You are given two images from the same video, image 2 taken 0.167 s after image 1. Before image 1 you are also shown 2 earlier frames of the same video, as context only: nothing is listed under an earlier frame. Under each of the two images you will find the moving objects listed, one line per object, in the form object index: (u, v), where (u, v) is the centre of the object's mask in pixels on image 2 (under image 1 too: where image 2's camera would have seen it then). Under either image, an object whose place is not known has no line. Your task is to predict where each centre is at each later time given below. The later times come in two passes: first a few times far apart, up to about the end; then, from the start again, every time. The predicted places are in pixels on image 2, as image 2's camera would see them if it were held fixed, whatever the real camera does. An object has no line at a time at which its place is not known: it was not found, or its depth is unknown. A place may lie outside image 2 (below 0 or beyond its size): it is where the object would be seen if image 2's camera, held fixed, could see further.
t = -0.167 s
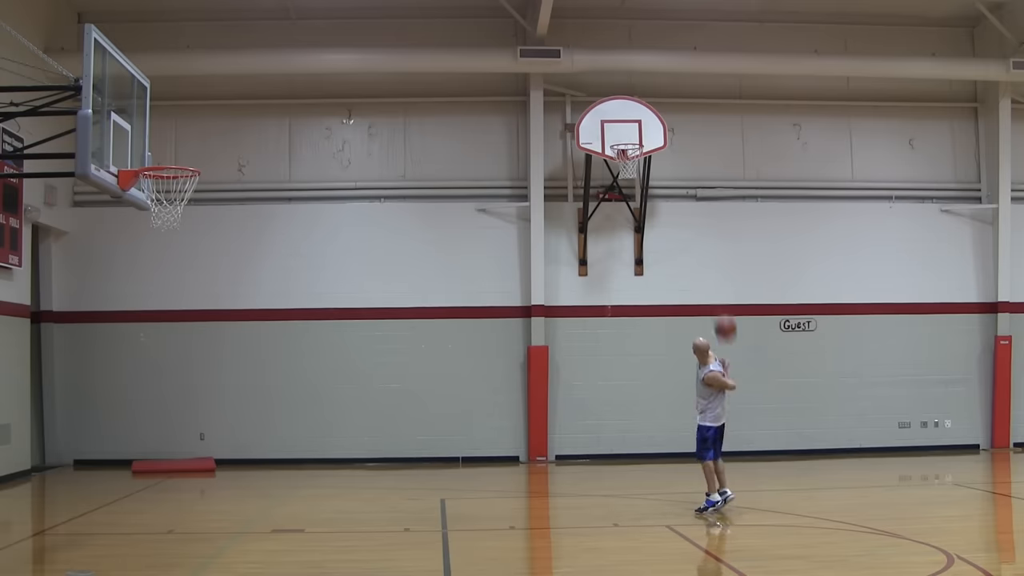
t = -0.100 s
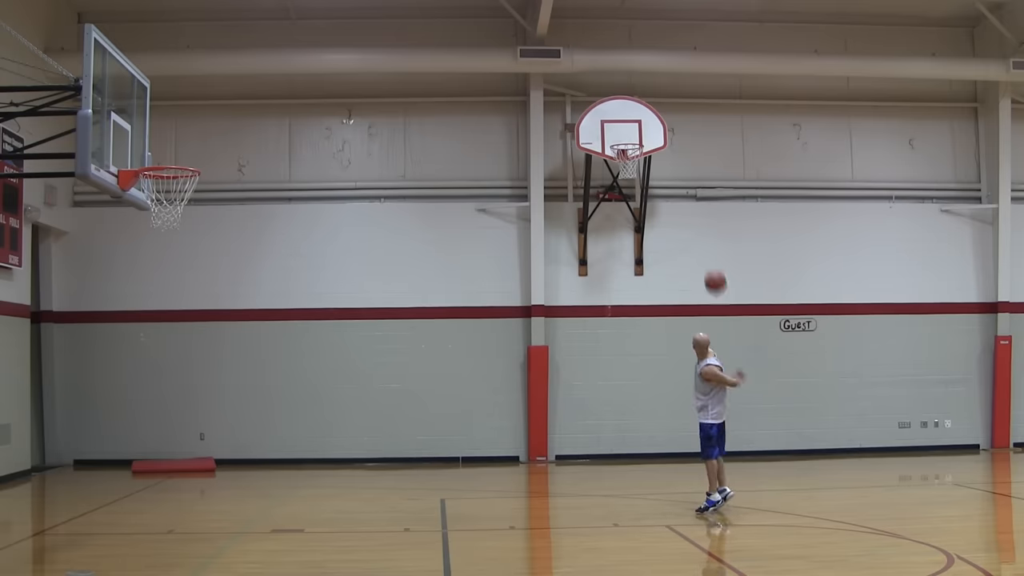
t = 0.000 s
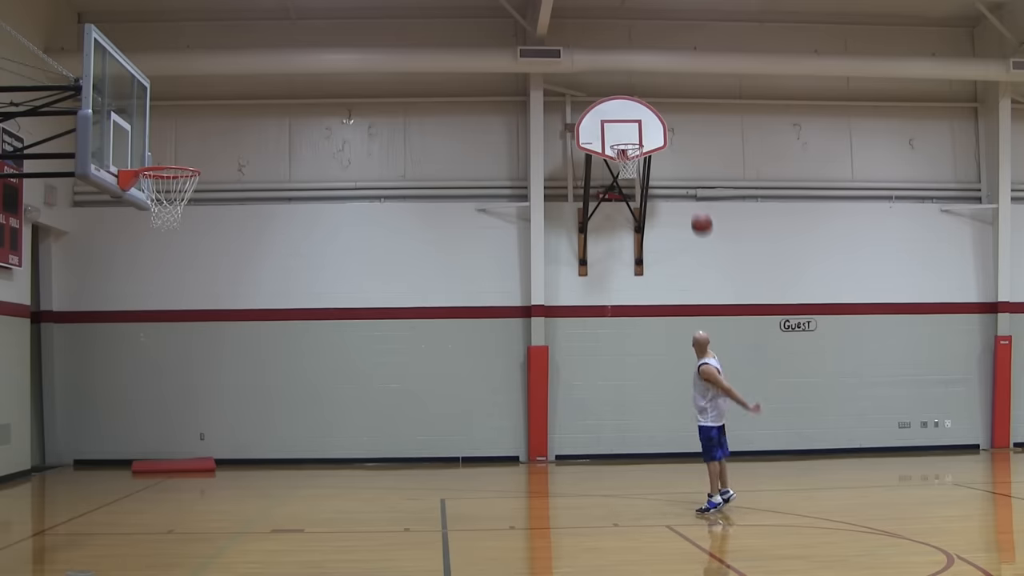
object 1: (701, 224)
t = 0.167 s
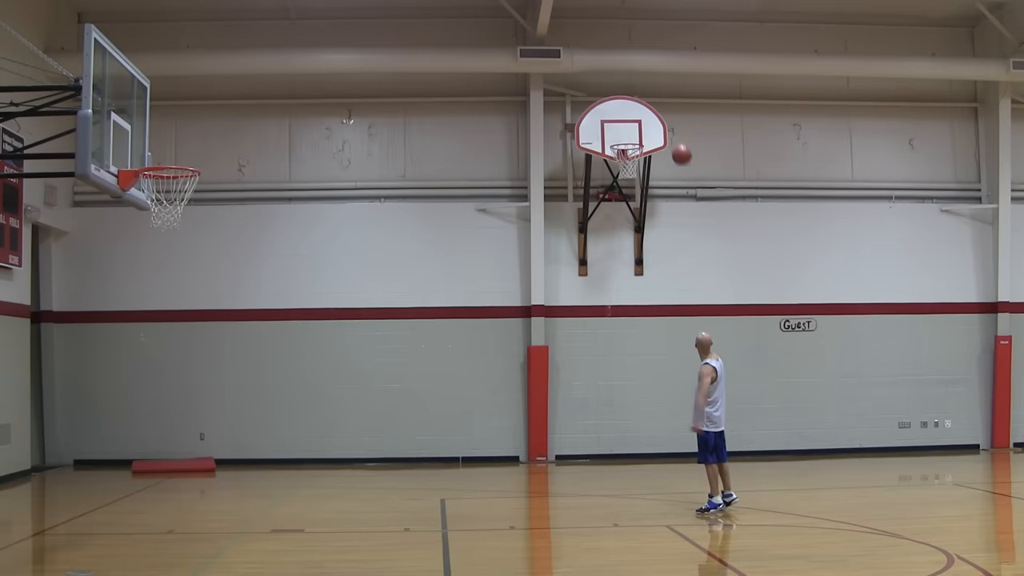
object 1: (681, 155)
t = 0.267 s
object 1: (672, 128)
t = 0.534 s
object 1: (649, 99)
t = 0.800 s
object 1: (631, 121)
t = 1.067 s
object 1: (626, 142)
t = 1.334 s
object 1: (629, 139)
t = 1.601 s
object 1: (621, 155)
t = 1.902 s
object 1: (626, 192)
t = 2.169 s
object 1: (635, 263)
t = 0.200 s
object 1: (678, 144)
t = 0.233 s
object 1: (675, 136)
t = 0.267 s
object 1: (672, 128)
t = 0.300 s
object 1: (668, 120)
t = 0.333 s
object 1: (665, 114)
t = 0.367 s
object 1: (662, 110)
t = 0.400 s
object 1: (660, 106)
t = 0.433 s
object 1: (656, 103)
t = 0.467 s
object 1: (654, 100)
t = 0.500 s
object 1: (651, 99)
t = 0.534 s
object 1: (649, 99)
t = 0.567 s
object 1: (646, 99)
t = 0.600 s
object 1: (644, 99)
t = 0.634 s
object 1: (641, 102)
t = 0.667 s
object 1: (639, 104)
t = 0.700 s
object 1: (637, 107)
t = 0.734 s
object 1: (635, 111)
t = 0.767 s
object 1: (633, 116)
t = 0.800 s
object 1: (631, 121)
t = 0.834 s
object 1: (629, 127)
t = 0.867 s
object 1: (627, 134)
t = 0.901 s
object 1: (626, 137)
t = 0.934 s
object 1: (627, 138)
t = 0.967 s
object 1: (627, 139)
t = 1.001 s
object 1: (628, 142)
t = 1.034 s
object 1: (627, 142)
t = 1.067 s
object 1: (626, 142)
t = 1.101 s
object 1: (625, 143)
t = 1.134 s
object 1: (625, 143)
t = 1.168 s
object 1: (626, 142)
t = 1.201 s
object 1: (628, 141)
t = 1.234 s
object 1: (630, 140)
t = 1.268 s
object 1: (631, 140)
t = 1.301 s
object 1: (631, 140)
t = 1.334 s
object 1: (629, 139)
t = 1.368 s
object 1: (627, 140)
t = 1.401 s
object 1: (626, 141)
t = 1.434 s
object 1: (625, 142)
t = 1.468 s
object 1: (624, 144)
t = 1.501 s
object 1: (622, 149)
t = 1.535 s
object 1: (621, 153)
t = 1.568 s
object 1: (621, 156)
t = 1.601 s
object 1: (621, 155)
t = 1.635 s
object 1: (621, 155)
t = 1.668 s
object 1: (621, 154)
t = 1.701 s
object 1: (621, 154)
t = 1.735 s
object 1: (623, 155)
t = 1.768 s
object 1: (622, 155)
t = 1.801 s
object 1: (622, 180)
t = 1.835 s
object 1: (624, 181)
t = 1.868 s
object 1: (625, 185)
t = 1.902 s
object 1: (626, 192)
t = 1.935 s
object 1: (627, 198)
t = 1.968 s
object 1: (628, 204)
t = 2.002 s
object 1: (629, 212)
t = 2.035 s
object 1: (631, 221)
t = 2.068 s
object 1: (632, 230)
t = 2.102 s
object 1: (633, 240)
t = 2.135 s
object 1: (634, 252)
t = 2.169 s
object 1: (635, 263)
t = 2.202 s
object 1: (636, 276)
